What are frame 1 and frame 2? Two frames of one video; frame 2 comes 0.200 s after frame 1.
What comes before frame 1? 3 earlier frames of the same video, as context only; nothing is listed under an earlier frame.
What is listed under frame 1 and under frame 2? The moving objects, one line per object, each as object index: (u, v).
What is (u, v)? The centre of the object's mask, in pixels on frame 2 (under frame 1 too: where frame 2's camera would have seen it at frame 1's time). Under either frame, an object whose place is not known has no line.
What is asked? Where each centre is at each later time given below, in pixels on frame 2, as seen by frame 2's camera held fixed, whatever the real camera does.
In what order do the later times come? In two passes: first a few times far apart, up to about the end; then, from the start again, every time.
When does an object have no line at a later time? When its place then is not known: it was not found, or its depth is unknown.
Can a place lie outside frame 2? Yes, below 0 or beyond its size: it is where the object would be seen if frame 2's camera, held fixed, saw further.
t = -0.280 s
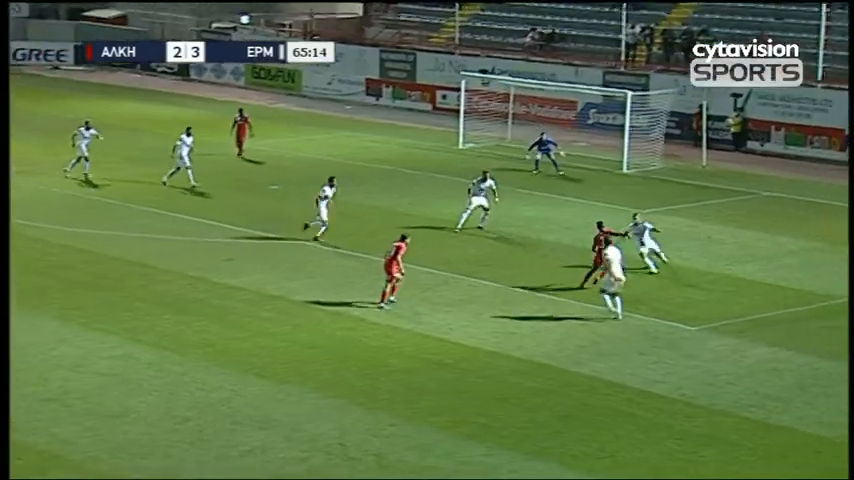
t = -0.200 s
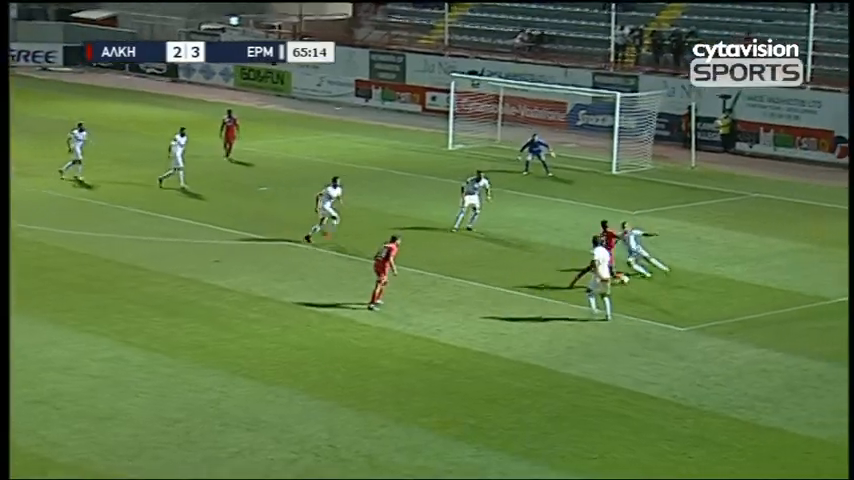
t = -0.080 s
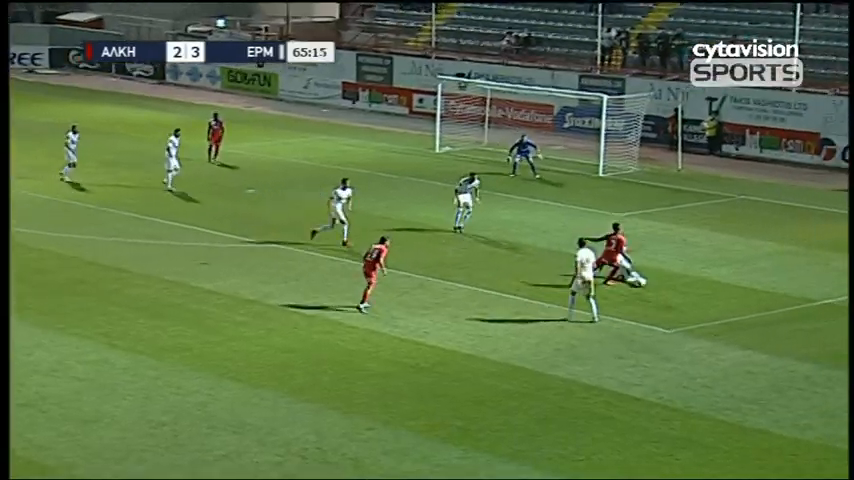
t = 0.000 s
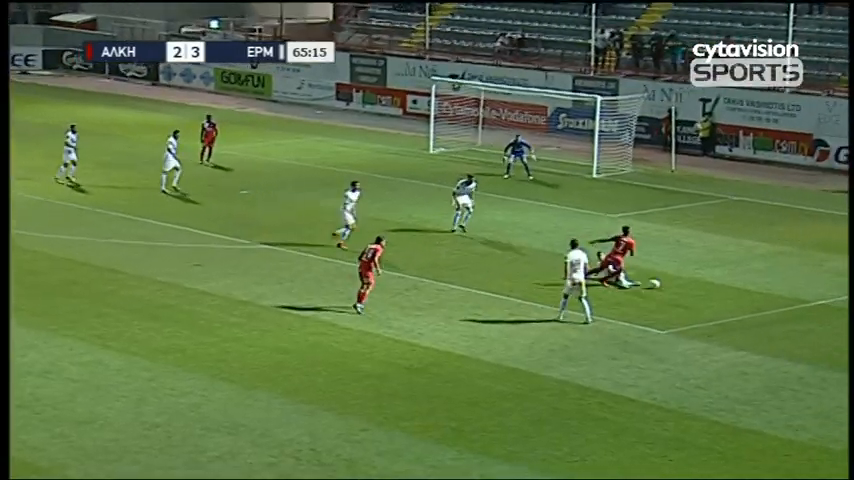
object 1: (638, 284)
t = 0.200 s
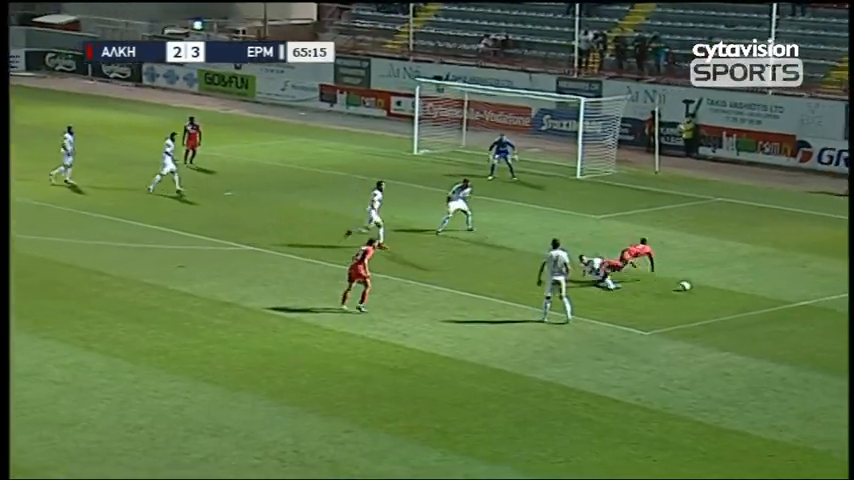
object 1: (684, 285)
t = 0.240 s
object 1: (693, 285)
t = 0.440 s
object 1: (738, 286)
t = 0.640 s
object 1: (780, 287)
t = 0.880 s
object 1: (826, 288)
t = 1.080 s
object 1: (862, 289)
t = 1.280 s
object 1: (897, 290)
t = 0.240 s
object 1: (693, 285)
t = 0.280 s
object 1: (702, 286)
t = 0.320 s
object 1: (712, 286)
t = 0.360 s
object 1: (721, 286)
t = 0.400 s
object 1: (730, 286)
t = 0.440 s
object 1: (738, 286)
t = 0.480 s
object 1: (747, 287)
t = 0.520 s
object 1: (756, 286)
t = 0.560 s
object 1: (764, 287)
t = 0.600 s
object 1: (772, 287)
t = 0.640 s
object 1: (780, 287)
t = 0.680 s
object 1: (788, 287)
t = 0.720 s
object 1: (795, 288)
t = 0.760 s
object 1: (803, 288)
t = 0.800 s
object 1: (810, 288)
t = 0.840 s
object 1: (818, 287)
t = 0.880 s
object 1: (826, 288)
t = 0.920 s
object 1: (833, 288)
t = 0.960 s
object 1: (840, 288)
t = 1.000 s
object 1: (846, 289)
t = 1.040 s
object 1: (855, 289)
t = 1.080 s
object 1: (862, 289)
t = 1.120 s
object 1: (868, 289)
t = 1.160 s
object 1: (875, 289)
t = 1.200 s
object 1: (882, 290)
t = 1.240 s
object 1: (889, 289)
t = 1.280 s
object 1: (897, 290)
